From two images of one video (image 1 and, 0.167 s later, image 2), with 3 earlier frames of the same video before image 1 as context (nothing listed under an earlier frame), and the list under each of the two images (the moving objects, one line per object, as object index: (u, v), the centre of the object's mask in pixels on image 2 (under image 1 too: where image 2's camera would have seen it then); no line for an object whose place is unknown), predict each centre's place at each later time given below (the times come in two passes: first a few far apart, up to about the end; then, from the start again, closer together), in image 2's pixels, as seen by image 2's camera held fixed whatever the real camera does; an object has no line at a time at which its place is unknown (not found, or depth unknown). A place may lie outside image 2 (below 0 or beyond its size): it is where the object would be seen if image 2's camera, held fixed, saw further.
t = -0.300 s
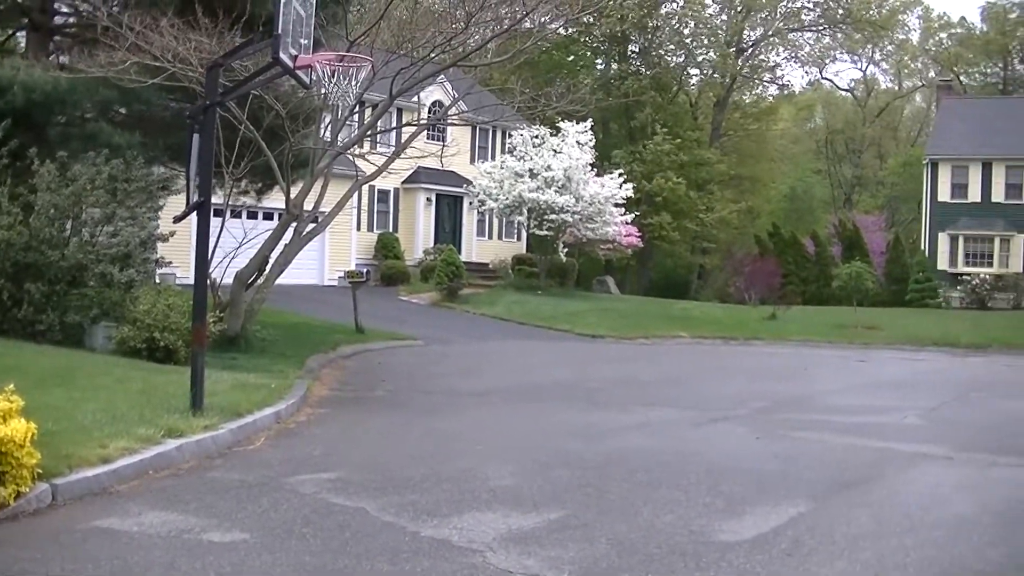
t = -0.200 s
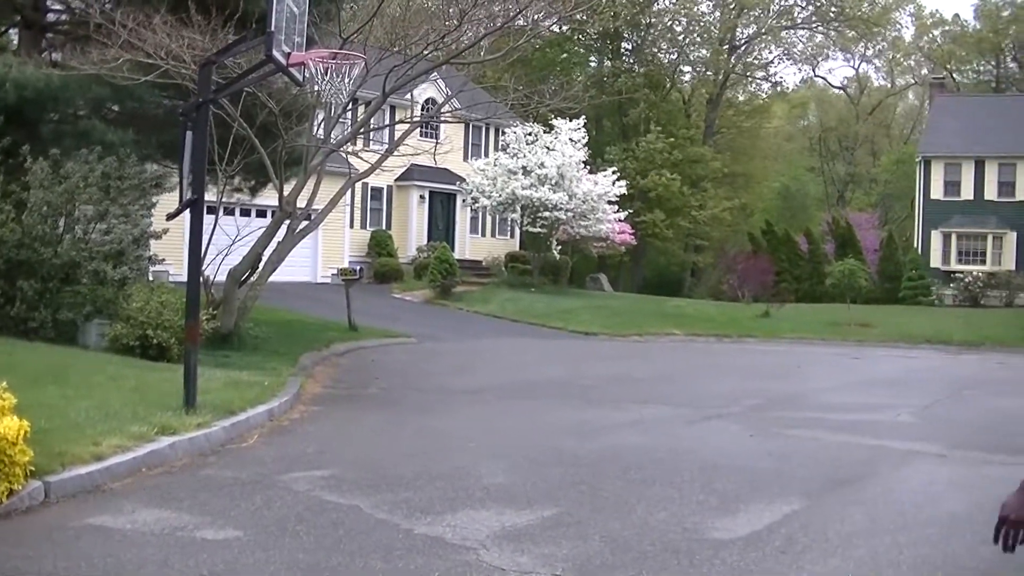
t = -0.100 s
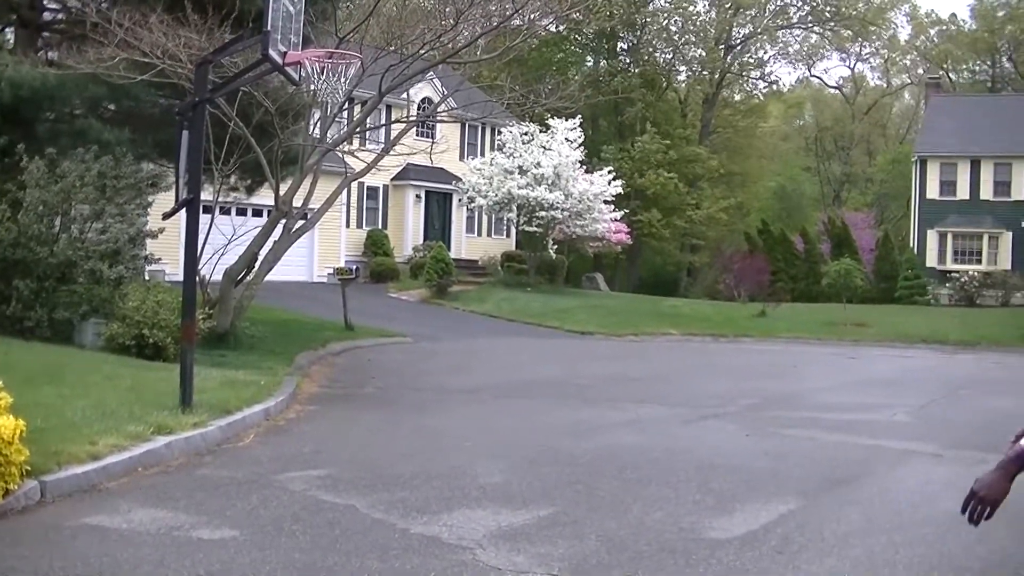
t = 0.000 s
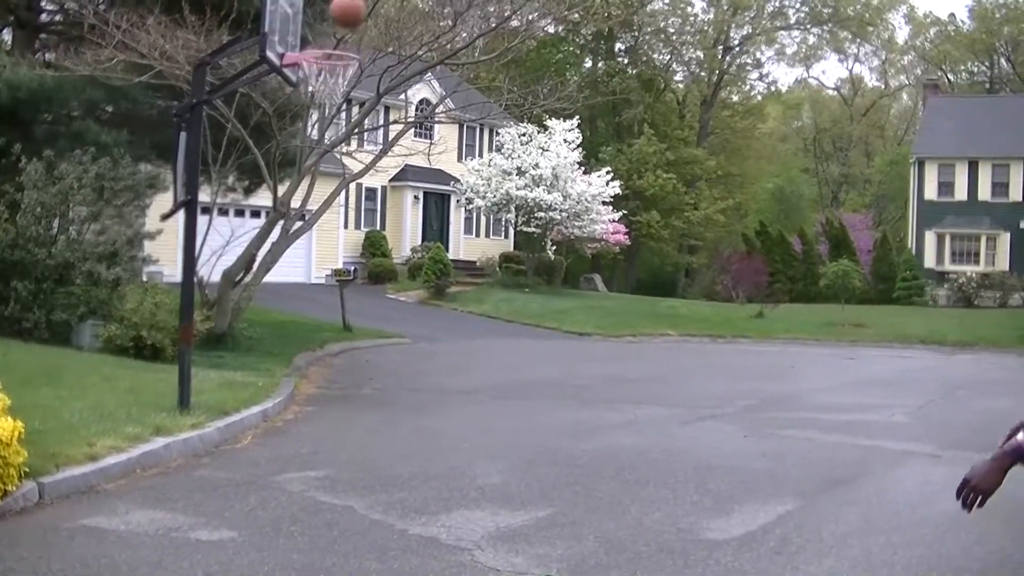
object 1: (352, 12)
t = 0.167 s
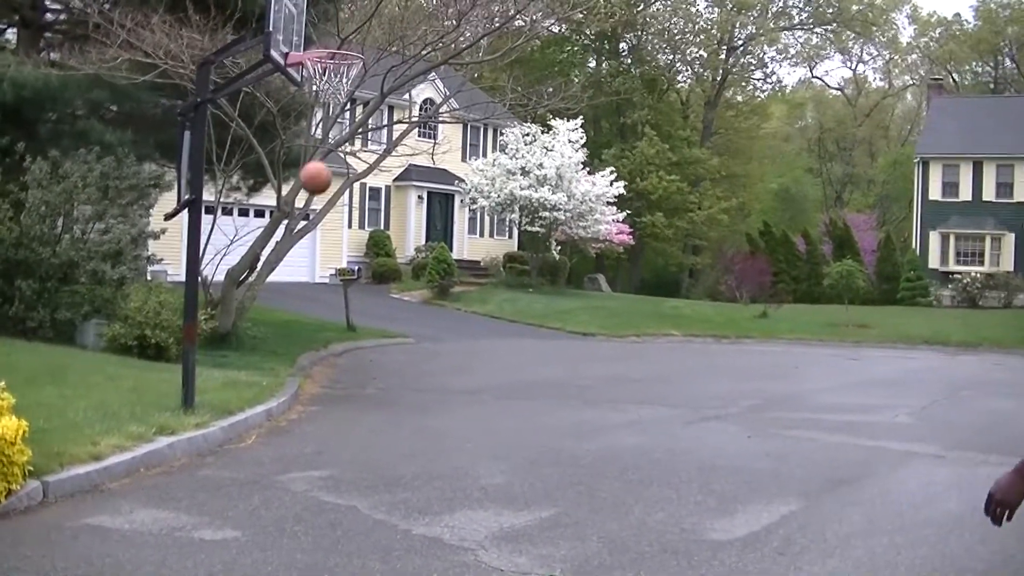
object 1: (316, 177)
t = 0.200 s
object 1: (309, 214)
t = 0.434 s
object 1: (280, 408)
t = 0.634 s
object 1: (290, 294)
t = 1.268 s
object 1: (314, 261)
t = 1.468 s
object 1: (319, 344)
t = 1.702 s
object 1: (325, 377)
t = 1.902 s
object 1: (331, 339)
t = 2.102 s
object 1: (336, 344)
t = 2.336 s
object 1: (340, 403)
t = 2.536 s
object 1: (347, 372)
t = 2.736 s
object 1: (352, 376)
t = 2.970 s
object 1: (360, 386)
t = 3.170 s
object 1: (368, 388)
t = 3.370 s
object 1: (376, 387)
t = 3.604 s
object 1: (385, 389)
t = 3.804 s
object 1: (393, 389)
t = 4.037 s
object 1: (403, 390)
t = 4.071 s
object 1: (404, 389)
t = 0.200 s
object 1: (309, 214)
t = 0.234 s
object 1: (303, 251)
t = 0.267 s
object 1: (297, 288)
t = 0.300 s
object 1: (292, 325)
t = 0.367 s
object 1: (282, 402)
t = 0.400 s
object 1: (278, 432)
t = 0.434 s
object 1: (280, 408)
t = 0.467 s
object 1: (281, 385)
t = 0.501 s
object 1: (282, 364)
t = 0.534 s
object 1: (285, 344)
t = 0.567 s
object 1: (286, 326)
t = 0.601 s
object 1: (288, 309)
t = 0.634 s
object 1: (290, 294)
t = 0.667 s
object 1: (292, 281)
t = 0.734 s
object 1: (295, 257)
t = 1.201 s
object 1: (312, 242)
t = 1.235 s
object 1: (313, 251)
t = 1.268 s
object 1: (314, 261)
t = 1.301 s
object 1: (315, 271)
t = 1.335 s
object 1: (316, 284)
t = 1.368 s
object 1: (316, 297)
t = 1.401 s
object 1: (317, 311)
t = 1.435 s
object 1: (318, 327)
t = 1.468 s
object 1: (319, 344)
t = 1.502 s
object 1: (319, 362)
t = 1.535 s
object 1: (320, 380)
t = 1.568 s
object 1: (320, 400)
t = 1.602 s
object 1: (321, 413)
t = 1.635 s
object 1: (323, 399)
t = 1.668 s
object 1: (324, 387)
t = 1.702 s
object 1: (325, 377)
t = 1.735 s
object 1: (326, 367)
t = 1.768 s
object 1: (327, 359)
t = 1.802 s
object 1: (328, 353)
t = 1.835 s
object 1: (329, 347)
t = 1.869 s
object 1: (330, 342)
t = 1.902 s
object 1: (331, 339)
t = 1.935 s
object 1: (333, 337)
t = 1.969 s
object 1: (333, 336)
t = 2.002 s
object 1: (333, 336)
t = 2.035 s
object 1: (335, 338)
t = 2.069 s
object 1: (336, 341)
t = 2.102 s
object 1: (336, 344)
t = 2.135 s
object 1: (337, 349)
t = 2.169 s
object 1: (338, 355)
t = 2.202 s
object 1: (339, 362)
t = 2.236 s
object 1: (339, 371)
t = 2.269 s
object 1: (340, 380)
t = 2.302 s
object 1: (340, 391)
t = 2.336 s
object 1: (340, 403)
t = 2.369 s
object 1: (341, 400)
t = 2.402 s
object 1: (343, 391)
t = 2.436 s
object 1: (344, 385)
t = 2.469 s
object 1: (345, 380)
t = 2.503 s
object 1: (346, 375)
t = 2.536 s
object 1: (347, 372)
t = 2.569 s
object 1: (348, 370)
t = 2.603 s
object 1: (349, 369)
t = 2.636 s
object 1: (350, 369)
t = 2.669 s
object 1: (350, 370)
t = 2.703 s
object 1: (351, 373)
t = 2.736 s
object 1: (352, 376)
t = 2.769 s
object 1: (352, 381)
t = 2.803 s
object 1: (354, 387)
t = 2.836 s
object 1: (354, 393)
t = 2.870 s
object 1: (355, 400)
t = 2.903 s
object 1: (357, 394)
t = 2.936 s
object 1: (358, 390)
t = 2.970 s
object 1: (360, 386)
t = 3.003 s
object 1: (361, 384)
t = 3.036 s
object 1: (362, 383)
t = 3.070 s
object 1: (364, 383)
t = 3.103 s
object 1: (365, 383)
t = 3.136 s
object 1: (366, 385)
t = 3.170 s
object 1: (368, 388)
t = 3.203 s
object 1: (369, 392)
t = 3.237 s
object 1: (370, 396)
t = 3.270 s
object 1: (372, 392)
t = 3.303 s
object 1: (373, 390)
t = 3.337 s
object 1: (375, 388)
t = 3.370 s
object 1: (376, 387)
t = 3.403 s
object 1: (377, 387)
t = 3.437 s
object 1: (378, 388)
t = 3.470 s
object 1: (379, 390)
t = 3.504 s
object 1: (381, 393)
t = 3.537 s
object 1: (382, 392)
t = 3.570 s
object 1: (383, 390)
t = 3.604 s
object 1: (385, 389)
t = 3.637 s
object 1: (386, 388)
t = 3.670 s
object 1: (387, 389)
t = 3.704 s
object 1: (389, 391)
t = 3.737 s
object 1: (390, 392)
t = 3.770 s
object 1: (392, 390)
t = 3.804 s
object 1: (393, 389)
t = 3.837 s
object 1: (395, 389)
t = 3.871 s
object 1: (396, 390)
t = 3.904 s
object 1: (397, 391)
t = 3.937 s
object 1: (399, 389)
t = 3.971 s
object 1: (400, 389)
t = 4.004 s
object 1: (402, 389)
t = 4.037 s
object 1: (403, 390)
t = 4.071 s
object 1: (404, 389)
